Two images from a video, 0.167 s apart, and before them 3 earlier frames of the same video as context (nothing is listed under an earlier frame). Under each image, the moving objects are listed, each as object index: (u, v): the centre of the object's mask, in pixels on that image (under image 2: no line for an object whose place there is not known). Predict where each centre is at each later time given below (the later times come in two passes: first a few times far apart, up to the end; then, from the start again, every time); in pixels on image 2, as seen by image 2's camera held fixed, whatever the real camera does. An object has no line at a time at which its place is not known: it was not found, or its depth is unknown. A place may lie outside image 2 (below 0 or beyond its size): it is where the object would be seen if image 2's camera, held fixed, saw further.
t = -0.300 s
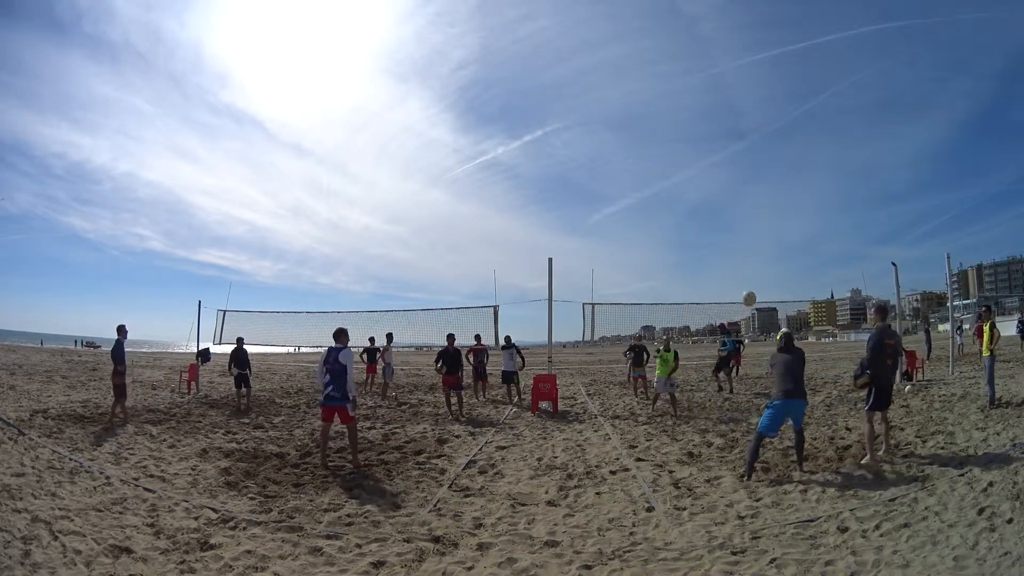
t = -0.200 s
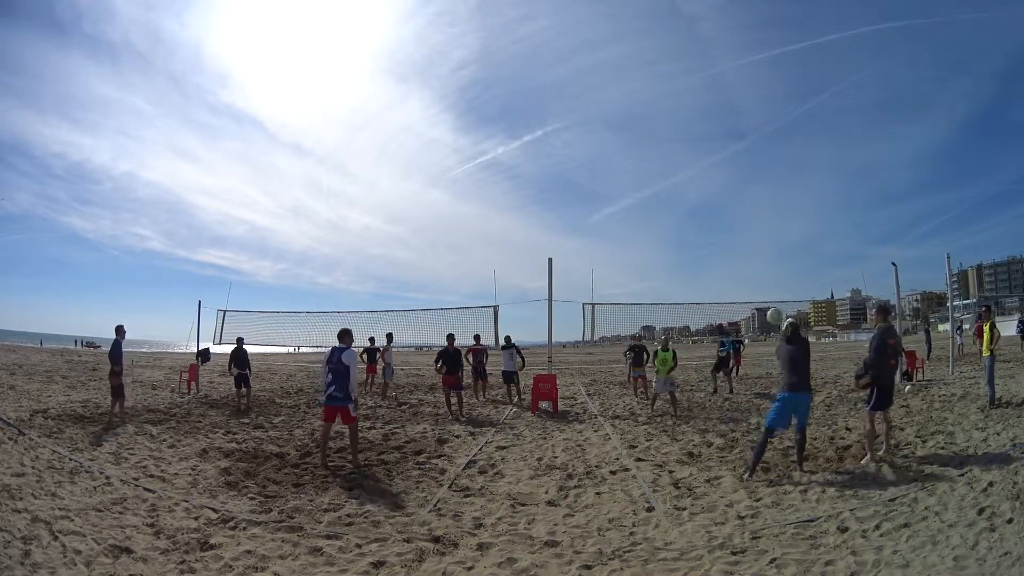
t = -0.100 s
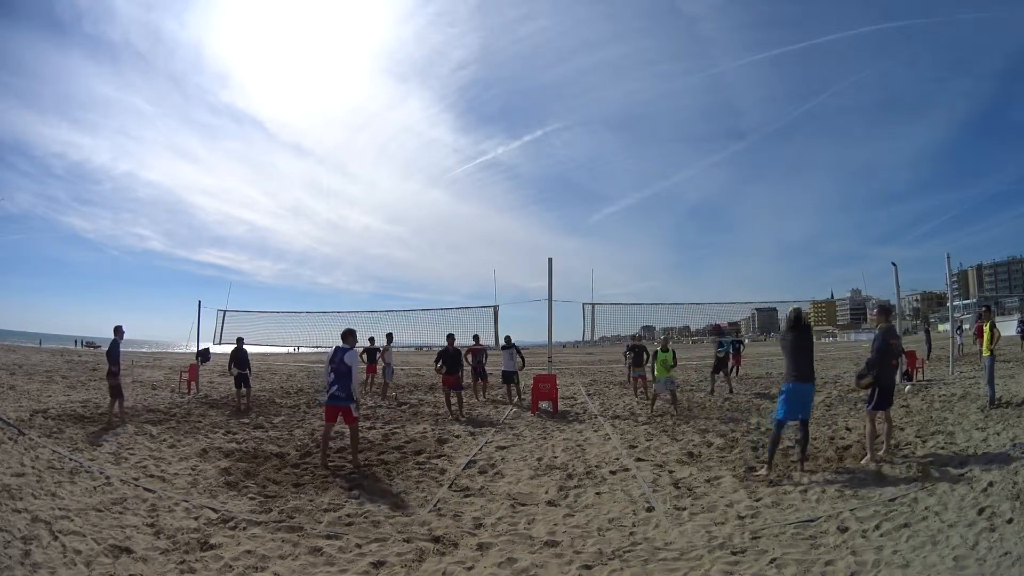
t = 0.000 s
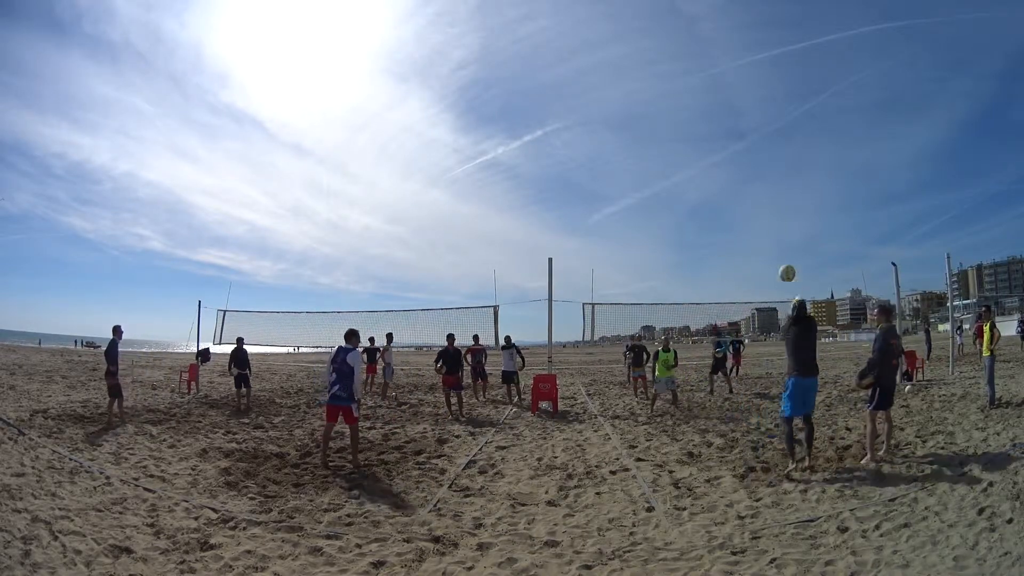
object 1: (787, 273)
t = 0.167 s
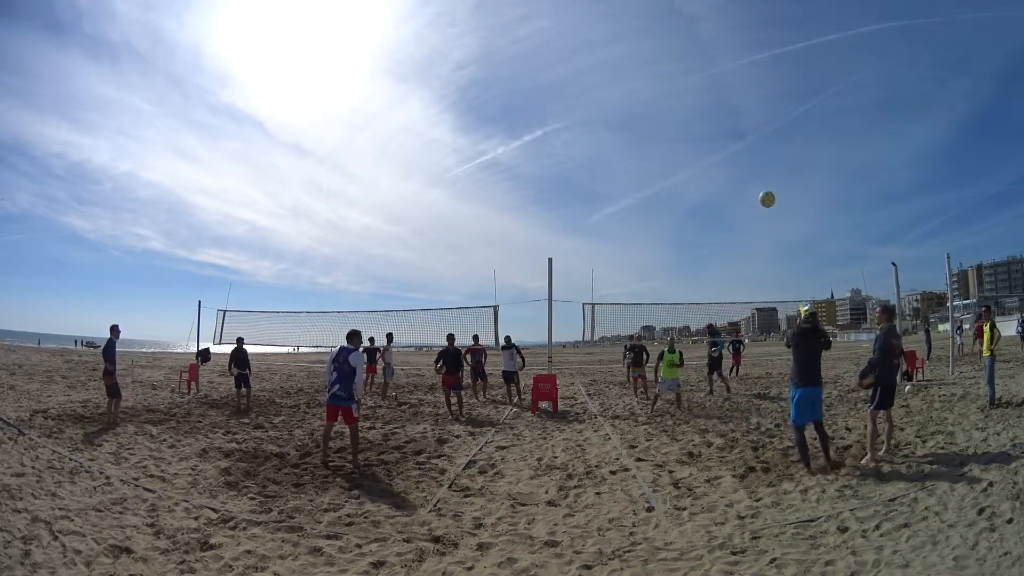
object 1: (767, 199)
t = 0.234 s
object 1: (759, 177)
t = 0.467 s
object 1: (737, 128)
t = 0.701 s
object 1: (723, 118)
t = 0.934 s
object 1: (718, 142)
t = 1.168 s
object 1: (719, 204)
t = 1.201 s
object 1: (720, 217)
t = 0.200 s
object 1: (763, 187)
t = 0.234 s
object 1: (759, 177)
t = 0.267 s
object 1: (756, 167)
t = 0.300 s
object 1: (752, 158)
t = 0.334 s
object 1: (749, 151)
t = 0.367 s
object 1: (746, 144)
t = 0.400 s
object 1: (743, 138)
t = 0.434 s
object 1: (740, 133)
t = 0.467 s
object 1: (737, 128)
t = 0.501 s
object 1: (735, 125)
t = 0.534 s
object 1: (732, 122)
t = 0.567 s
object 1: (730, 120)
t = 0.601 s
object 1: (728, 119)
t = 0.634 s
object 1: (727, 118)
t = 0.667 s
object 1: (725, 118)
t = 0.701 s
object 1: (723, 118)
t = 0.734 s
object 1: (722, 119)
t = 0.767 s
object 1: (721, 121)
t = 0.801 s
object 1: (720, 124)
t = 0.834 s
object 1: (719, 128)
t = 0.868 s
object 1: (719, 132)
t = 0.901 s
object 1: (718, 137)
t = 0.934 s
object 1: (718, 142)
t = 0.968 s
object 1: (718, 149)
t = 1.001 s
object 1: (718, 156)
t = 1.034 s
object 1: (718, 164)
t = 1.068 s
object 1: (718, 173)
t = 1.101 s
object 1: (718, 182)
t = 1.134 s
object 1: (719, 193)
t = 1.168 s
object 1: (719, 204)
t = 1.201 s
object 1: (720, 217)
